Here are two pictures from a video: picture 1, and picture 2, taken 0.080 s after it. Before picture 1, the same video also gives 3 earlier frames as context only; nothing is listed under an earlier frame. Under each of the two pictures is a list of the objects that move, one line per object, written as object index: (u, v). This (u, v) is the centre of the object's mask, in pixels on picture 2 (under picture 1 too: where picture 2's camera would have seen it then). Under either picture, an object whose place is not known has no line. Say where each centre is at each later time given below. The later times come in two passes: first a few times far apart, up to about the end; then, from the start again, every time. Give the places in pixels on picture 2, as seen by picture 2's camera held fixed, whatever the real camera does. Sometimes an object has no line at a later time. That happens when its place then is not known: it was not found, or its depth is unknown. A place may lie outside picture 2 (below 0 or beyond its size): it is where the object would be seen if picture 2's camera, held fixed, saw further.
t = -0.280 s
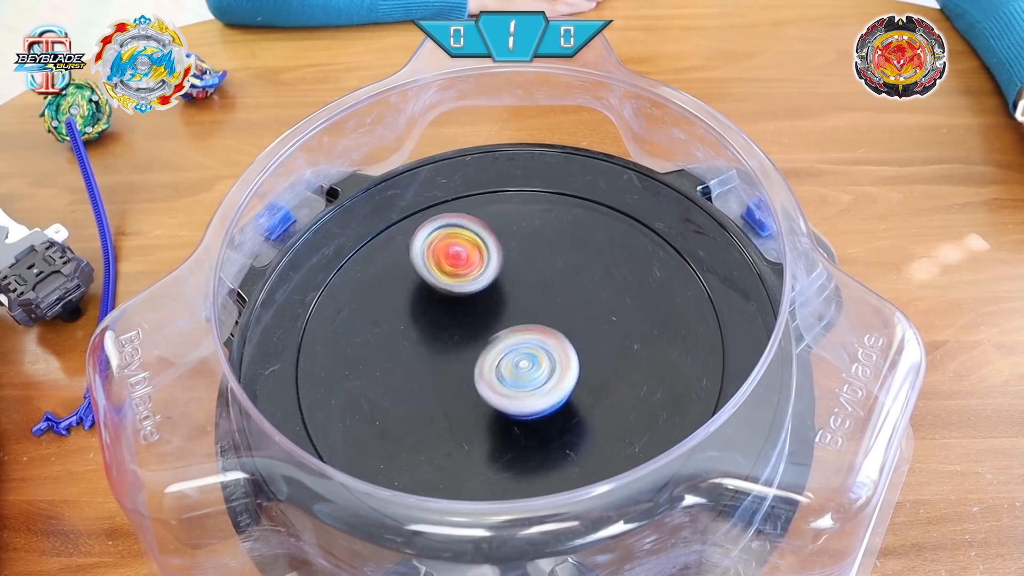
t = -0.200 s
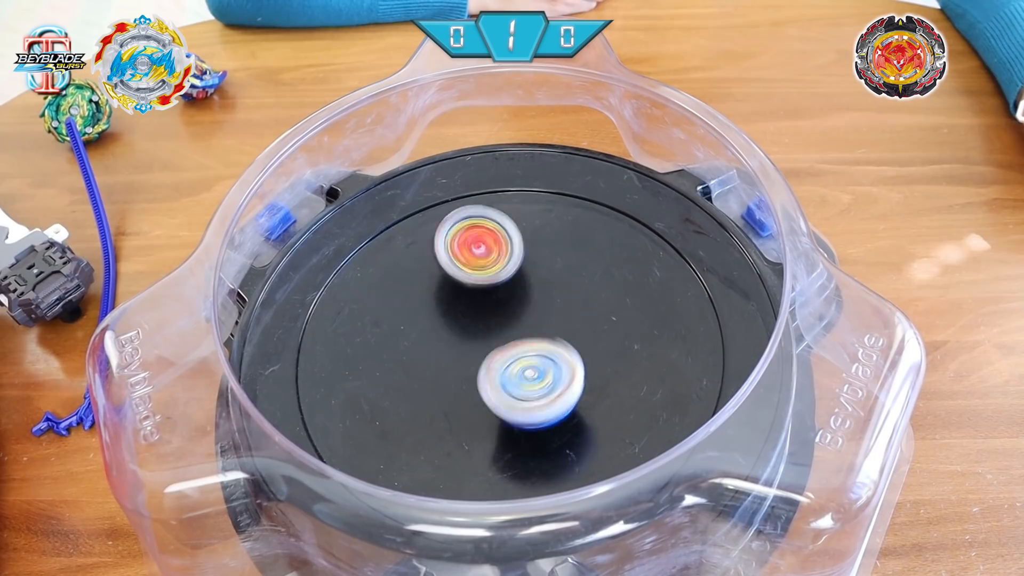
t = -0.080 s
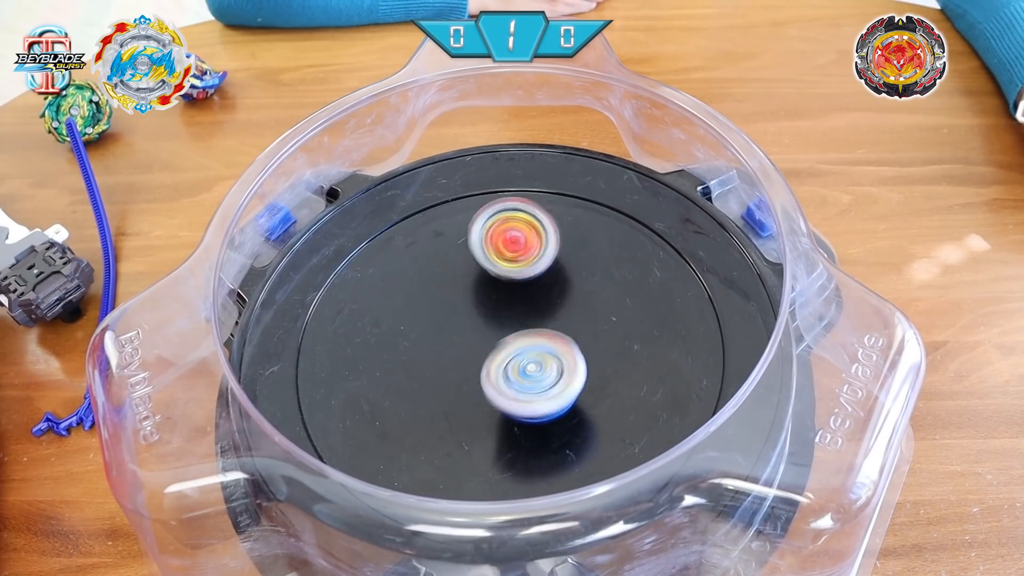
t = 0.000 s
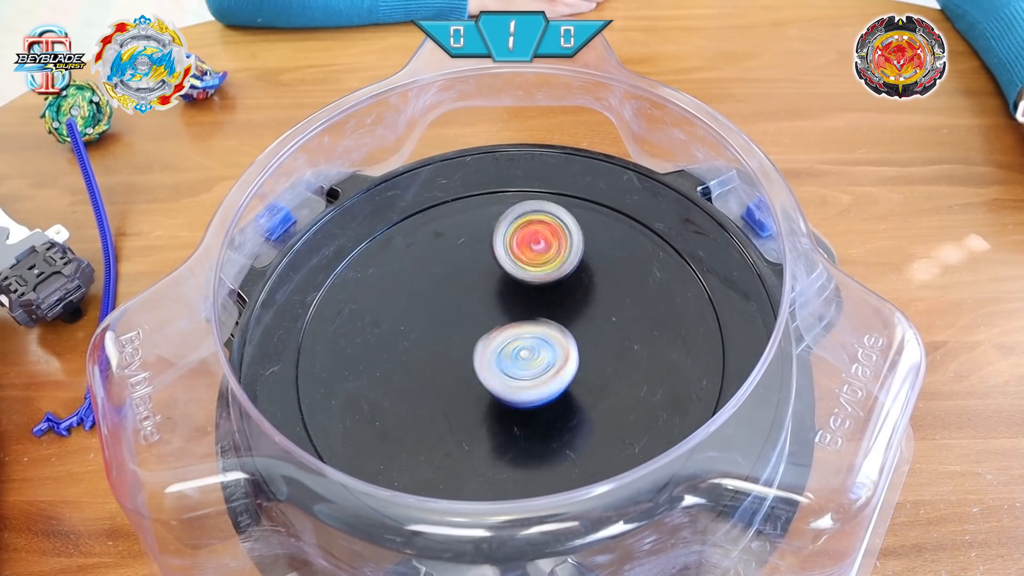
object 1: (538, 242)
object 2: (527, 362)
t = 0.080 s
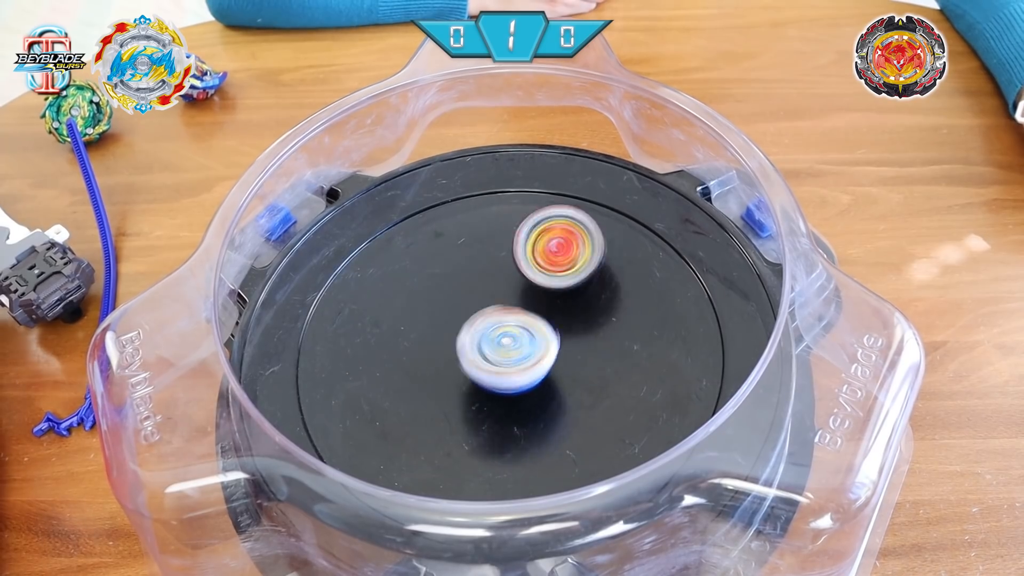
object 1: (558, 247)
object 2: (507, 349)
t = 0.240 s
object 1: (597, 268)
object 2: (461, 339)
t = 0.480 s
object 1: (621, 326)
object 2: (430, 333)
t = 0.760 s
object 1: (587, 372)
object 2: (461, 303)
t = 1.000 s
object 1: (507, 385)
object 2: (485, 293)
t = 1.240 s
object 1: (419, 357)
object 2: (532, 292)
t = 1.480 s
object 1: (390, 313)
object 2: (548, 290)
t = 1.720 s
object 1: (421, 276)
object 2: (538, 324)
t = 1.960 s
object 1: (492, 259)
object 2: (558, 349)
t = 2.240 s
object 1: (564, 254)
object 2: (530, 362)
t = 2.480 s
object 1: (596, 306)
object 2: (476, 384)
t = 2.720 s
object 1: (581, 367)
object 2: (443, 384)
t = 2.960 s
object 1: (559, 411)
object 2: (440, 327)
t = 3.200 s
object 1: (526, 411)
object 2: (449, 281)
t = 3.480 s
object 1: (466, 355)
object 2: (500, 266)
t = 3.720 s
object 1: (455, 299)
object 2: (557, 282)
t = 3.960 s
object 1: (481, 260)
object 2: (580, 323)
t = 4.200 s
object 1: (537, 265)
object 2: (569, 364)
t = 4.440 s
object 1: (578, 304)
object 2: (507, 371)
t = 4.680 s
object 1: (581, 353)
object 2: (459, 345)
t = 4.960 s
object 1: (529, 375)
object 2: (466, 294)
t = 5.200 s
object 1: (462, 355)
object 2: (515, 274)
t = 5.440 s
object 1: (440, 312)
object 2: (554, 290)
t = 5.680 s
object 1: (465, 276)
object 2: (551, 332)
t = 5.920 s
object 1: (520, 268)
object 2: (506, 355)
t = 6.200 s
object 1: (575, 293)
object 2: (472, 327)
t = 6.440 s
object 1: (579, 342)
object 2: (494, 297)
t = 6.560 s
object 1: (565, 362)
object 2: (515, 296)
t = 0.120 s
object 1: (570, 250)
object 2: (495, 344)
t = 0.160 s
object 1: (581, 254)
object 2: (484, 341)
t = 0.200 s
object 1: (590, 261)
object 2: (472, 340)
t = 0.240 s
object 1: (597, 268)
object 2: (461, 339)
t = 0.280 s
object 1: (603, 277)
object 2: (450, 338)
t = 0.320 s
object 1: (609, 284)
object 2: (439, 337)
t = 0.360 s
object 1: (615, 293)
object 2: (432, 337)
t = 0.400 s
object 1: (618, 304)
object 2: (428, 336)
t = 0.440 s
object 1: (621, 315)
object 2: (428, 335)
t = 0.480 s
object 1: (621, 326)
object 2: (430, 333)
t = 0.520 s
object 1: (620, 335)
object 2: (434, 332)
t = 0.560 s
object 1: (619, 342)
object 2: (439, 329)
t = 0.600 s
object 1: (616, 350)
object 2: (444, 326)
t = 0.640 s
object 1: (611, 357)
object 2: (449, 320)
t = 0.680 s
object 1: (605, 363)
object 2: (454, 314)
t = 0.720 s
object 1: (597, 368)
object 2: (458, 308)
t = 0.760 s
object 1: (587, 372)
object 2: (461, 303)
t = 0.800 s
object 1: (577, 377)
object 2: (464, 298)
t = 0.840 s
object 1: (566, 380)
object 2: (466, 294)
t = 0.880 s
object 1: (552, 383)
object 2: (470, 293)
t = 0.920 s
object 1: (538, 385)
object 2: (475, 292)
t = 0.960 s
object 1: (523, 386)
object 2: (478, 292)
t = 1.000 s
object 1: (507, 385)
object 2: (485, 293)
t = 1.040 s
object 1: (490, 382)
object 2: (492, 293)
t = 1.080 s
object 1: (475, 378)
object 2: (500, 293)
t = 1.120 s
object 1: (460, 373)
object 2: (508, 294)
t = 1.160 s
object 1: (446, 369)
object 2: (515, 293)
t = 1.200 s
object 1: (431, 363)
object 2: (524, 293)
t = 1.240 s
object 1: (419, 357)
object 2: (532, 292)
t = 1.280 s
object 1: (408, 351)
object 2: (539, 291)
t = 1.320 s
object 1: (400, 344)
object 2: (544, 289)
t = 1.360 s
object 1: (393, 336)
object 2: (548, 287)
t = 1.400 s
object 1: (390, 328)
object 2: (551, 287)
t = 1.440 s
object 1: (389, 320)
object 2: (550, 287)
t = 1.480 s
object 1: (390, 313)
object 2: (548, 290)
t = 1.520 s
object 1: (392, 306)
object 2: (547, 292)
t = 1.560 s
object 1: (395, 299)
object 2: (545, 296)
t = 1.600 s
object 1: (400, 293)
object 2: (542, 301)
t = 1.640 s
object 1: (406, 287)
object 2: (539, 309)
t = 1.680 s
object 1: (413, 281)
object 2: (538, 317)
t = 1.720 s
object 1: (421, 276)
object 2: (538, 324)
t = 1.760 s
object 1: (431, 271)
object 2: (539, 332)
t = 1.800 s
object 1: (442, 267)
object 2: (541, 338)
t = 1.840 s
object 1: (454, 263)
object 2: (543, 343)
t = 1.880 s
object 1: (467, 261)
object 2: (547, 347)
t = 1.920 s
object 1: (479, 259)
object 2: (553, 349)
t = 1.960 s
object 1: (492, 259)
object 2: (558, 349)
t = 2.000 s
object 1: (504, 258)
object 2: (561, 348)
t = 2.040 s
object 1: (516, 260)
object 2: (562, 345)
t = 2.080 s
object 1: (528, 261)
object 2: (560, 340)
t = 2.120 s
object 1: (539, 259)
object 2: (551, 343)
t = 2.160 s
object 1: (549, 251)
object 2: (542, 350)
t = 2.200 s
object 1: (557, 251)
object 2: (535, 355)
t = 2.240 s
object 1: (564, 254)
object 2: (530, 362)
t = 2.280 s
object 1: (572, 259)
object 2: (524, 368)
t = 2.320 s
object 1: (579, 267)
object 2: (515, 373)
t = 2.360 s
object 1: (585, 275)
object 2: (504, 377)
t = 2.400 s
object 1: (590, 284)
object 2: (494, 381)
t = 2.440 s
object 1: (594, 295)
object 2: (486, 383)
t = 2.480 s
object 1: (596, 306)
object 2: (476, 384)
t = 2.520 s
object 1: (596, 317)
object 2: (466, 386)
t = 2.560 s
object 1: (596, 329)
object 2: (457, 387)
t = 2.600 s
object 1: (594, 341)
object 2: (451, 388)
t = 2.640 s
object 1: (590, 351)
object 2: (446, 387)
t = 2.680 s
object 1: (586, 360)
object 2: (441, 386)
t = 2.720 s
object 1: (581, 367)
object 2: (443, 384)
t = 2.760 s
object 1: (574, 374)
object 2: (446, 380)
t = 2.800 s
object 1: (566, 379)
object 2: (447, 373)
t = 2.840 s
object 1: (556, 384)
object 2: (449, 366)
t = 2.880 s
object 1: (547, 389)
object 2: (452, 358)
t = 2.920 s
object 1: (553, 400)
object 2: (443, 341)
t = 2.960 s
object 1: (559, 411)
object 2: (440, 327)
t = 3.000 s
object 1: (561, 417)
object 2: (443, 318)
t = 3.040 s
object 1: (559, 418)
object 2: (442, 309)
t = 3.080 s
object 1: (554, 418)
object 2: (442, 302)
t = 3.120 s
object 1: (546, 417)
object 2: (443, 293)
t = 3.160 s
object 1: (536, 414)
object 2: (443, 287)
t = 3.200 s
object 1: (526, 411)
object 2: (449, 281)
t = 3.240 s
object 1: (516, 407)
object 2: (453, 274)
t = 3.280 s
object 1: (506, 401)
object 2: (458, 270)
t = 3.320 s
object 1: (496, 393)
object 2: (465, 266)
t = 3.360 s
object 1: (486, 385)
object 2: (471, 264)
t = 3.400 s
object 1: (479, 375)
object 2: (481, 264)
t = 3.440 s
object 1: (472, 365)
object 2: (491, 264)
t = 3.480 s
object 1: (466, 355)
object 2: (500, 266)
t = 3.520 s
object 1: (461, 345)
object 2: (510, 268)
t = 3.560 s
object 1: (457, 336)
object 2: (518, 272)
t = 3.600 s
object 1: (453, 328)
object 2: (531, 276)
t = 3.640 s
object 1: (452, 319)
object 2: (540, 277)
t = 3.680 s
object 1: (454, 309)
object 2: (548, 279)
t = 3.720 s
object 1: (455, 299)
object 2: (557, 282)
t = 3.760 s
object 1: (457, 289)
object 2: (562, 287)
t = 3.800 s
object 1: (459, 281)
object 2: (570, 293)
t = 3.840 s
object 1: (462, 273)
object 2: (575, 299)
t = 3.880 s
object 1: (467, 267)
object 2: (578, 306)
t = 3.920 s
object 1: (473, 263)
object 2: (581, 313)
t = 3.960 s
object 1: (481, 260)
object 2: (580, 323)
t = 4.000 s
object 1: (490, 258)
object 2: (582, 331)
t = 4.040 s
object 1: (499, 257)
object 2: (579, 338)
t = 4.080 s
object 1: (508, 257)
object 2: (577, 347)
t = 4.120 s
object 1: (518, 258)
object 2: (574, 352)
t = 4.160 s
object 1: (527, 261)
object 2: (571, 359)
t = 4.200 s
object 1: (537, 265)
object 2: (569, 364)
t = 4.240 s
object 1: (545, 269)
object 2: (560, 370)
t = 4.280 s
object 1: (553, 274)
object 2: (552, 372)
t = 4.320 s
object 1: (560, 280)
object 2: (539, 374)
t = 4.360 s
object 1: (566, 288)
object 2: (531, 374)
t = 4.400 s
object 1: (572, 296)
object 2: (519, 372)
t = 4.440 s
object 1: (578, 304)
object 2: (507, 371)
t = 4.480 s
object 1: (583, 311)
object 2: (495, 367)
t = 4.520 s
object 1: (585, 318)
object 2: (487, 365)
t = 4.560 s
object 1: (586, 327)
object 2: (479, 361)
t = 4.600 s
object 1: (585, 336)
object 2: (471, 357)
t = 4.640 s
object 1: (583, 345)
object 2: (465, 351)
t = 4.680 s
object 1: (581, 353)
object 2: (459, 345)
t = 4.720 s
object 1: (578, 360)
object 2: (457, 338)
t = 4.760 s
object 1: (573, 366)
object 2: (454, 331)
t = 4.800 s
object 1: (567, 370)
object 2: (455, 322)
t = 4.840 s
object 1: (561, 373)
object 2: (456, 316)
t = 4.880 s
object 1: (551, 375)
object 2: (459, 308)
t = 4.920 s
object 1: (541, 376)
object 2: (461, 301)
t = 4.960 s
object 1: (529, 375)
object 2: (466, 294)
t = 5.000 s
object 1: (519, 373)
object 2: (471, 290)
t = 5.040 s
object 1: (507, 370)
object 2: (479, 285)
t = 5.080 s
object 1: (495, 366)
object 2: (485, 282)
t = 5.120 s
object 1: (483, 361)
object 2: (494, 279)
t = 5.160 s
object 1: (471, 359)
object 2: (504, 276)
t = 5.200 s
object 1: (462, 355)
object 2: (515, 274)
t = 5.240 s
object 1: (454, 350)
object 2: (522, 275)
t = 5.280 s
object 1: (449, 344)
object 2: (530, 275)
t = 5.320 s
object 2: (536, 278)
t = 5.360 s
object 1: (442, 328)
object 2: (544, 280)
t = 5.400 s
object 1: (439, 320)
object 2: (549, 284)
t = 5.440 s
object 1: (440, 312)
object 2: (554, 290)
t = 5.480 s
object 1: (442, 305)
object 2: (557, 297)
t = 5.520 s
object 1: (444, 297)
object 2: (560, 303)
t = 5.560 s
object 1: (448, 290)
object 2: (559, 311)
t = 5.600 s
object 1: (453, 284)
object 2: (558, 318)
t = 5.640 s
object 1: (458, 279)
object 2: (555, 325)
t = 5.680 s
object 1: (465, 276)
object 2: (551, 332)
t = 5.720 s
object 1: (473, 275)
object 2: (546, 338)
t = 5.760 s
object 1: (483, 274)
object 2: (539, 342)
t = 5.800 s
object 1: (492, 272)
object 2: (533, 348)
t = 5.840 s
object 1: (501, 270)
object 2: (524, 352)
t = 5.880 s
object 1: (509, 269)
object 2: (516, 354)
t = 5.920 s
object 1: (520, 268)
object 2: (506, 355)
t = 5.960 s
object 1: (529, 270)
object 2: (499, 354)
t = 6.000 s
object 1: (539, 272)
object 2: (490, 352)
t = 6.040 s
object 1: (548, 274)
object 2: (484, 348)
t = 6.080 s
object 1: (556, 276)
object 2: (481, 345)
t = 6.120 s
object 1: (563, 280)
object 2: (475, 338)
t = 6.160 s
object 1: (569, 285)
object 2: (474, 333)
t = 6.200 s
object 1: (575, 293)
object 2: (472, 327)
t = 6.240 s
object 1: (580, 299)
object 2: (473, 321)
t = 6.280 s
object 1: (583, 306)
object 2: (476, 315)
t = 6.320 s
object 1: (584, 315)
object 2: (477, 309)
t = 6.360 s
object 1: (583, 324)
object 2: (484, 305)
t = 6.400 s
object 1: (580, 334)
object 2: (488, 301)
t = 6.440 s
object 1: (579, 342)
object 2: (494, 297)
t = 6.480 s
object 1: (575, 350)
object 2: (501, 297)
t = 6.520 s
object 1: (570, 357)
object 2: (508, 295)
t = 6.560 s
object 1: (565, 362)
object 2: (515, 296)
